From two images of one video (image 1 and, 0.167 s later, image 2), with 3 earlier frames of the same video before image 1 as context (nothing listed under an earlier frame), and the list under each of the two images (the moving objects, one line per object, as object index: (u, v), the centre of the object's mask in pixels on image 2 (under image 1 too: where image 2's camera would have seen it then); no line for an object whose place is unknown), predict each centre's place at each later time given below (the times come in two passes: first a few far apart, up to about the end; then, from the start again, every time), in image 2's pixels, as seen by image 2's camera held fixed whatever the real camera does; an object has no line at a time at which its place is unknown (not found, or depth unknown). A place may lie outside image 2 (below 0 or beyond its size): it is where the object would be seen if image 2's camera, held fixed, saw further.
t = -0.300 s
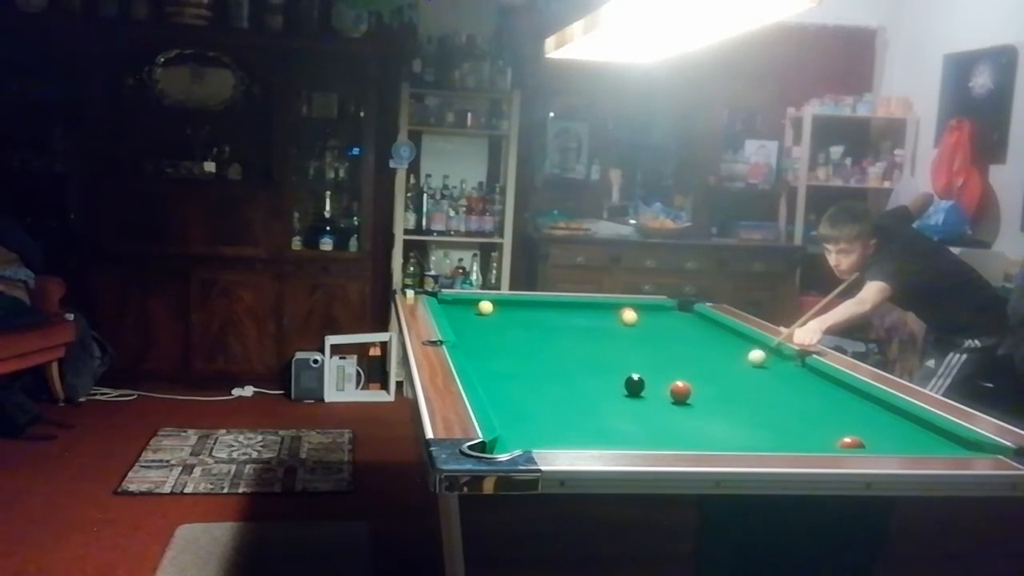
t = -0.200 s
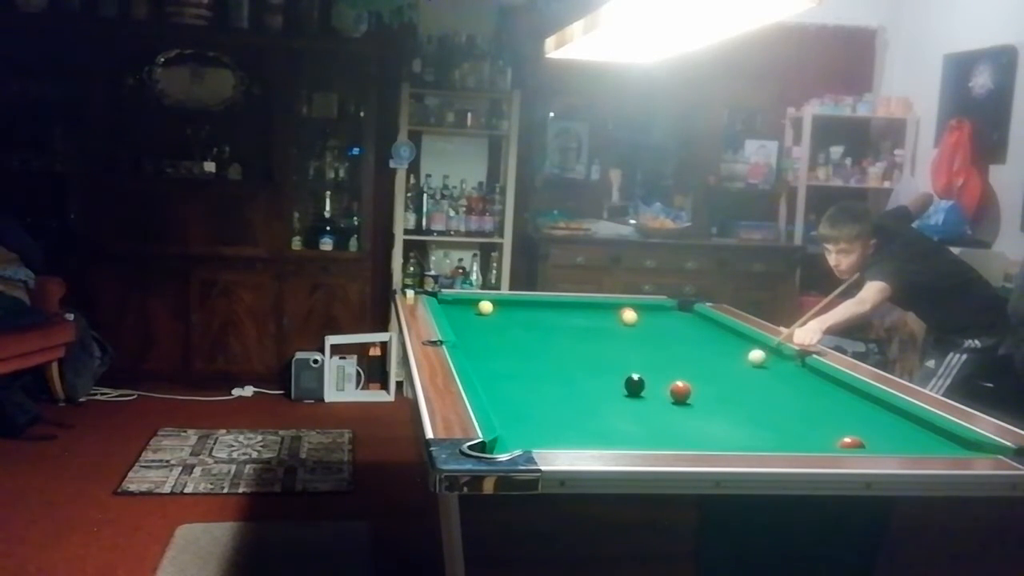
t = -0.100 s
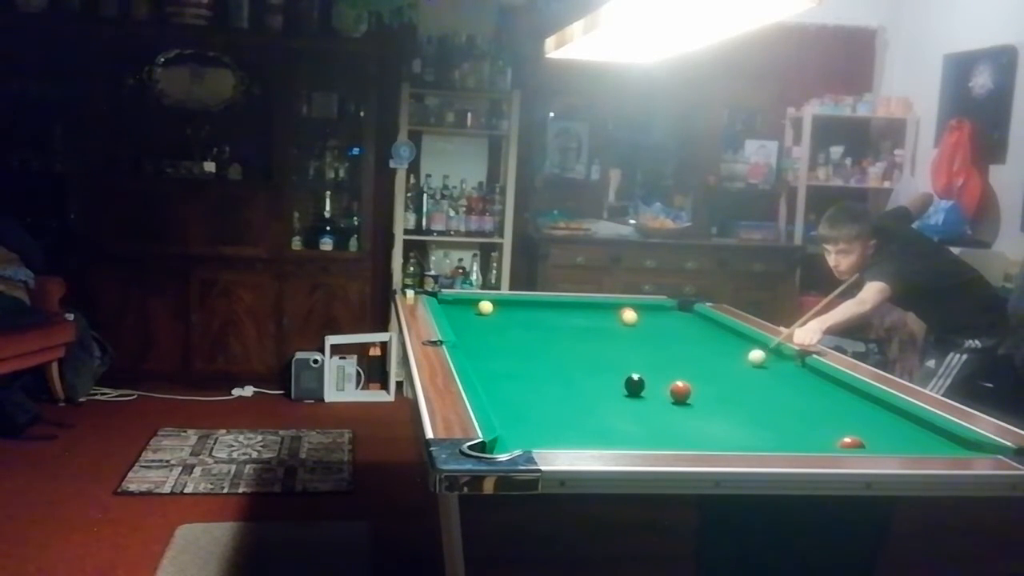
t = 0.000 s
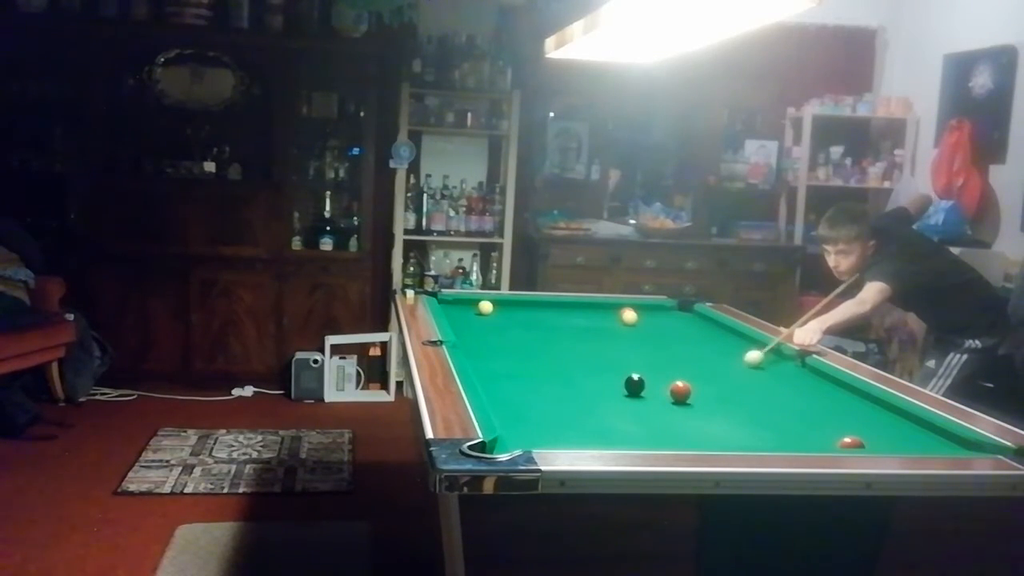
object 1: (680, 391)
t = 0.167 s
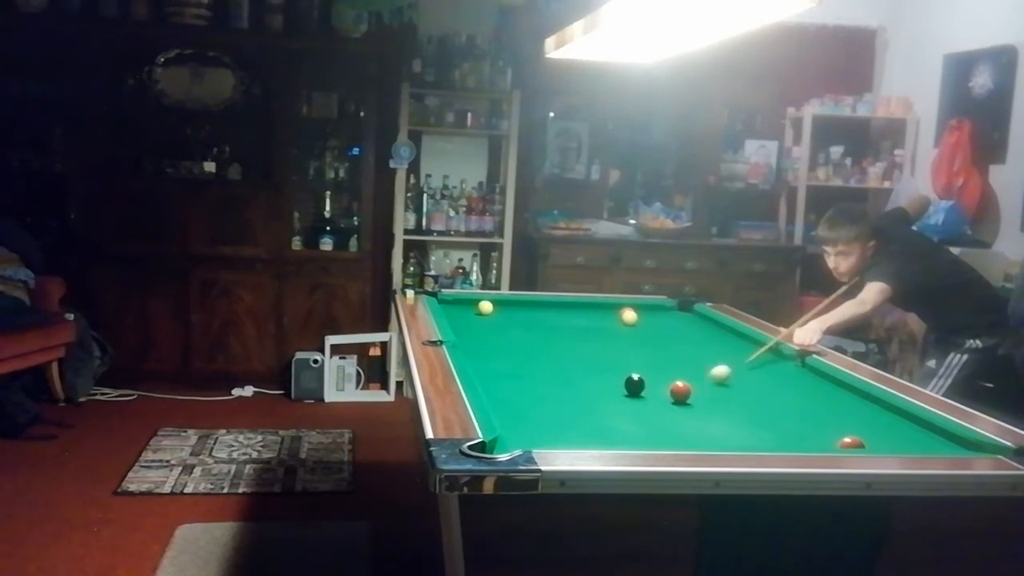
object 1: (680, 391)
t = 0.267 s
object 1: (680, 391)
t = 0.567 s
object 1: (625, 408)
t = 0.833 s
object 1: (569, 426)
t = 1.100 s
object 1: (502, 444)
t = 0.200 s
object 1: (680, 391)
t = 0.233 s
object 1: (680, 391)
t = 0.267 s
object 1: (680, 391)
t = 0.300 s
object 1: (680, 392)
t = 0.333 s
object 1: (674, 393)
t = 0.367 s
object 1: (666, 395)
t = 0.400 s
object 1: (659, 397)
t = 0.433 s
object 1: (651, 400)
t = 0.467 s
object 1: (645, 402)
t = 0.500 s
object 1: (639, 404)
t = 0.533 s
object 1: (632, 406)
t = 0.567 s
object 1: (625, 408)
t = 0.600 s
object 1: (619, 410)
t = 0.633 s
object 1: (611, 412)
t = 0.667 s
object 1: (604, 415)
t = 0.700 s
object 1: (598, 416)
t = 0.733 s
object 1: (591, 419)
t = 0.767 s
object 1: (583, 421)
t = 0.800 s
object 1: (576, 423)
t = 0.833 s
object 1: (569, 426)
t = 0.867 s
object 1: (561, 428)
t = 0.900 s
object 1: (554, 430)
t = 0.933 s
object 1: (546, 432)
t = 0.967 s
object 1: (538, 434)
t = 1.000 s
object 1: (530, 436)
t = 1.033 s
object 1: (522, 438)
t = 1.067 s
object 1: (513, 440)
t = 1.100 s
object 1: (502, 444)
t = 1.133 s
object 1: (499, 445)
